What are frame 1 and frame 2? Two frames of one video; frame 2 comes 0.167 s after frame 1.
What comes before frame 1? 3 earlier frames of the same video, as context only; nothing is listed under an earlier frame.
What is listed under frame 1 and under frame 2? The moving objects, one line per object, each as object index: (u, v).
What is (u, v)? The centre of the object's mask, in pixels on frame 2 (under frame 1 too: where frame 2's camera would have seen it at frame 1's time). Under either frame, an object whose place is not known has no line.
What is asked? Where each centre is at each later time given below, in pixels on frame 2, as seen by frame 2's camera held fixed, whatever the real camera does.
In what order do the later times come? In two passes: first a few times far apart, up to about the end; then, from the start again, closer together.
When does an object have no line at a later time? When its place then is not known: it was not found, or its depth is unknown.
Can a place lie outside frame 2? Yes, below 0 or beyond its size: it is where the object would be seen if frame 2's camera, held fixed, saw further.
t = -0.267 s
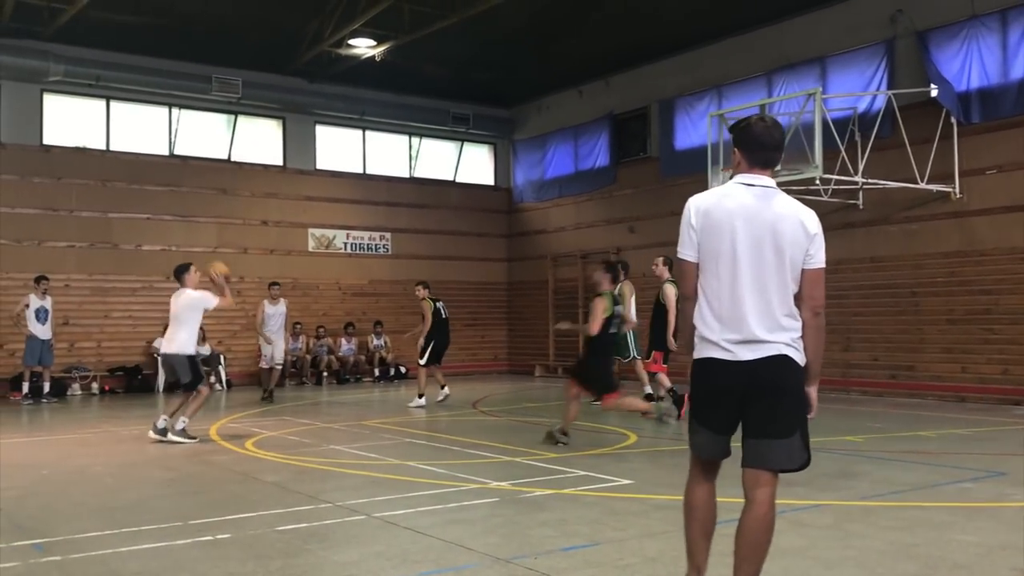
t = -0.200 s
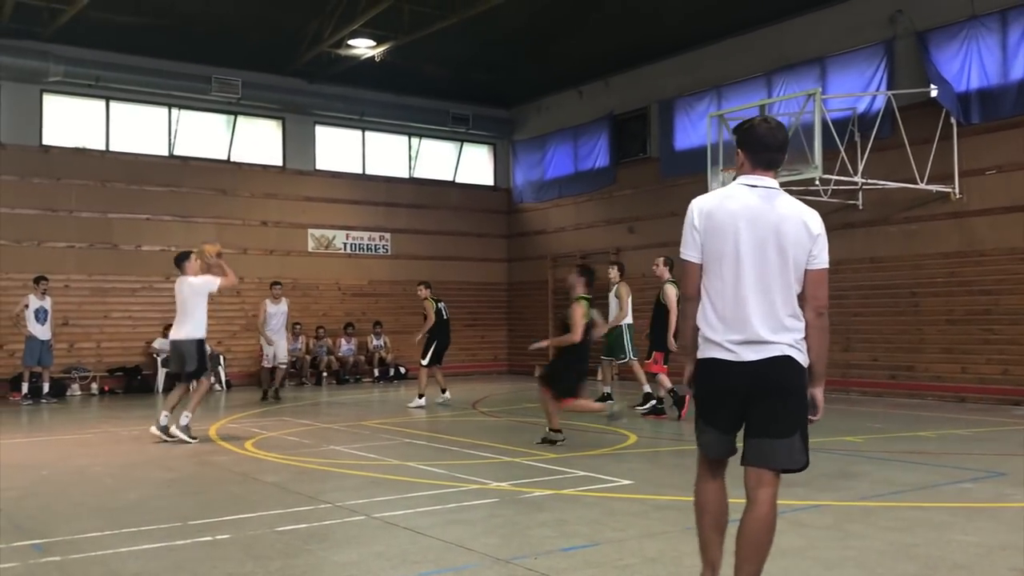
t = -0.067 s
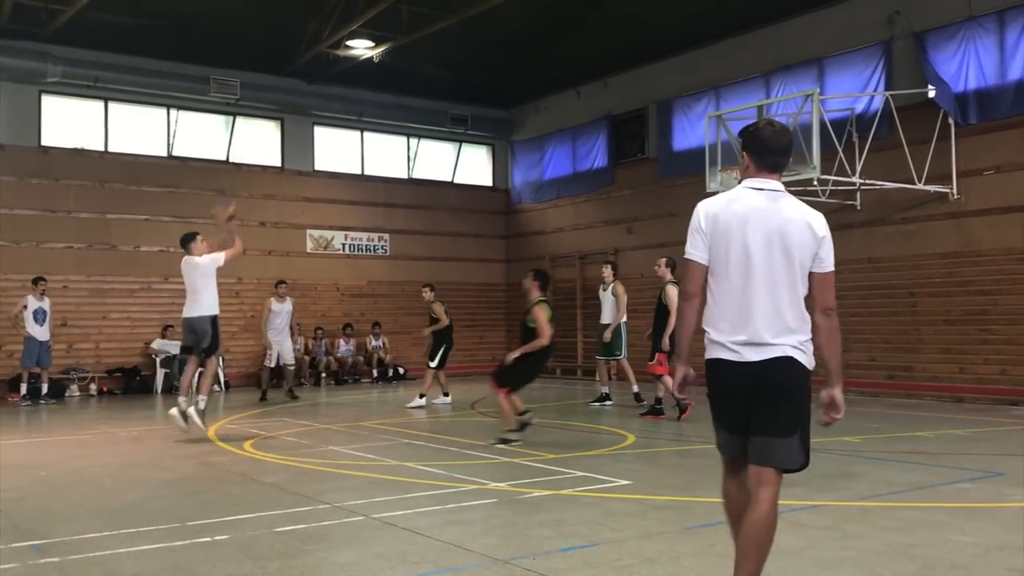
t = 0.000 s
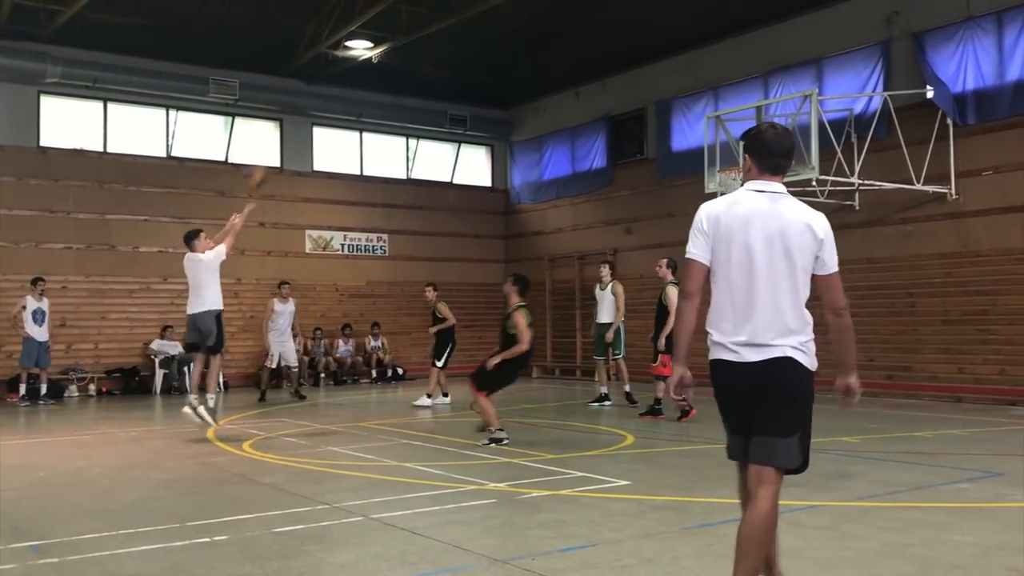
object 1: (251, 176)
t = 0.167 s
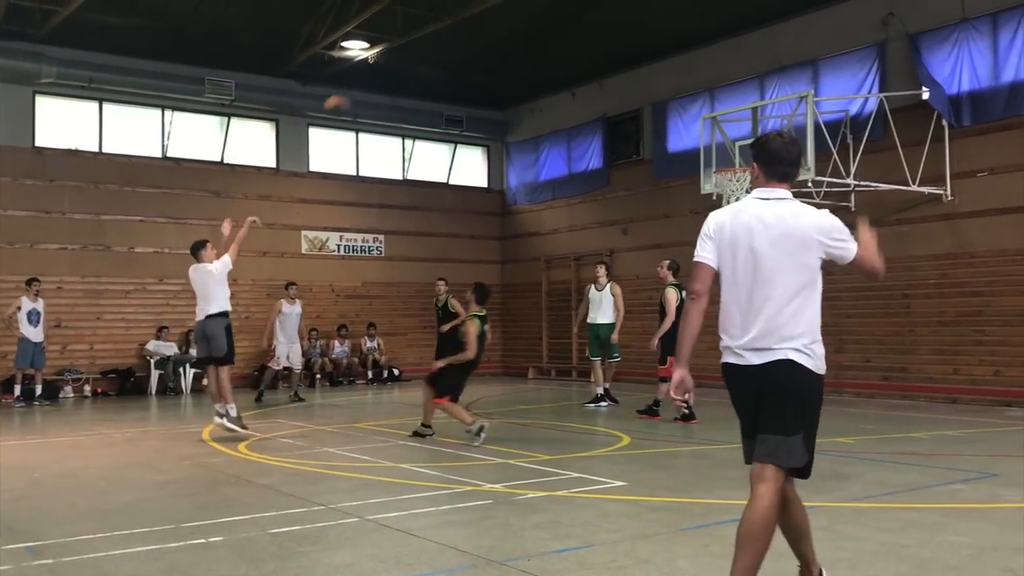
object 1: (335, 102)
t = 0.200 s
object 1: (353, 92)
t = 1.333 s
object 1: (728, 202)
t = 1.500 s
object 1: (714, 237)
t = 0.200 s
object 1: (353, 92)
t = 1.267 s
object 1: (733, 192)
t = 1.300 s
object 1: (732, 198)
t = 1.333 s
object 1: (728, 202)
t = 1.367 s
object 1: (724, 207)
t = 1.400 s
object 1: (723, 214)
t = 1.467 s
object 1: (716, 229)
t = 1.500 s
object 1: (714, 237)
